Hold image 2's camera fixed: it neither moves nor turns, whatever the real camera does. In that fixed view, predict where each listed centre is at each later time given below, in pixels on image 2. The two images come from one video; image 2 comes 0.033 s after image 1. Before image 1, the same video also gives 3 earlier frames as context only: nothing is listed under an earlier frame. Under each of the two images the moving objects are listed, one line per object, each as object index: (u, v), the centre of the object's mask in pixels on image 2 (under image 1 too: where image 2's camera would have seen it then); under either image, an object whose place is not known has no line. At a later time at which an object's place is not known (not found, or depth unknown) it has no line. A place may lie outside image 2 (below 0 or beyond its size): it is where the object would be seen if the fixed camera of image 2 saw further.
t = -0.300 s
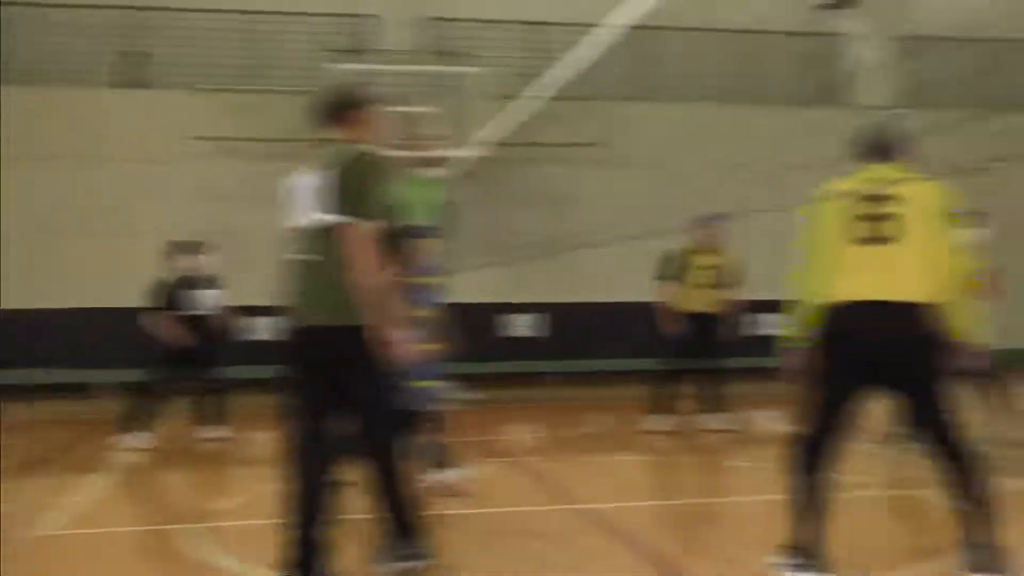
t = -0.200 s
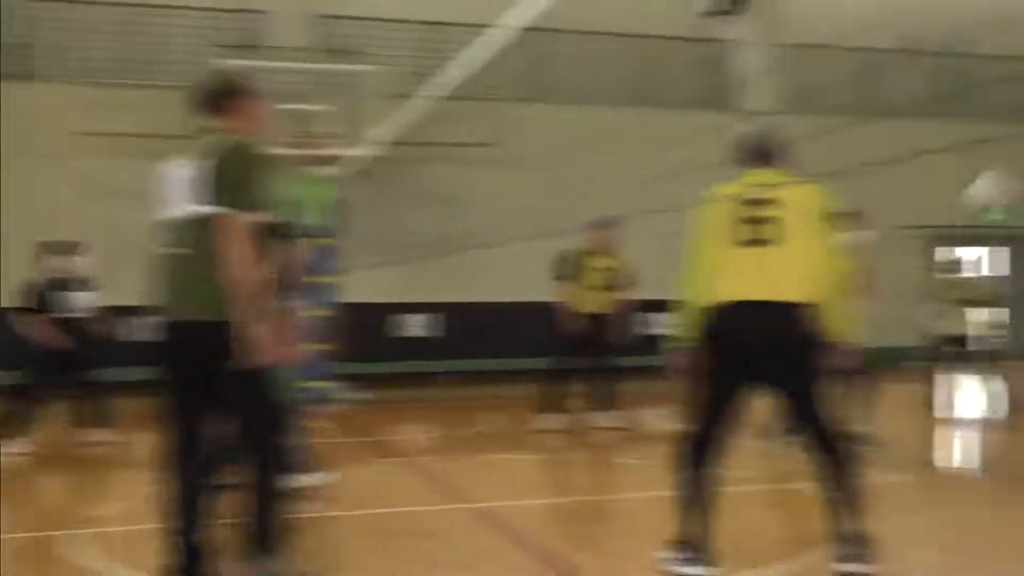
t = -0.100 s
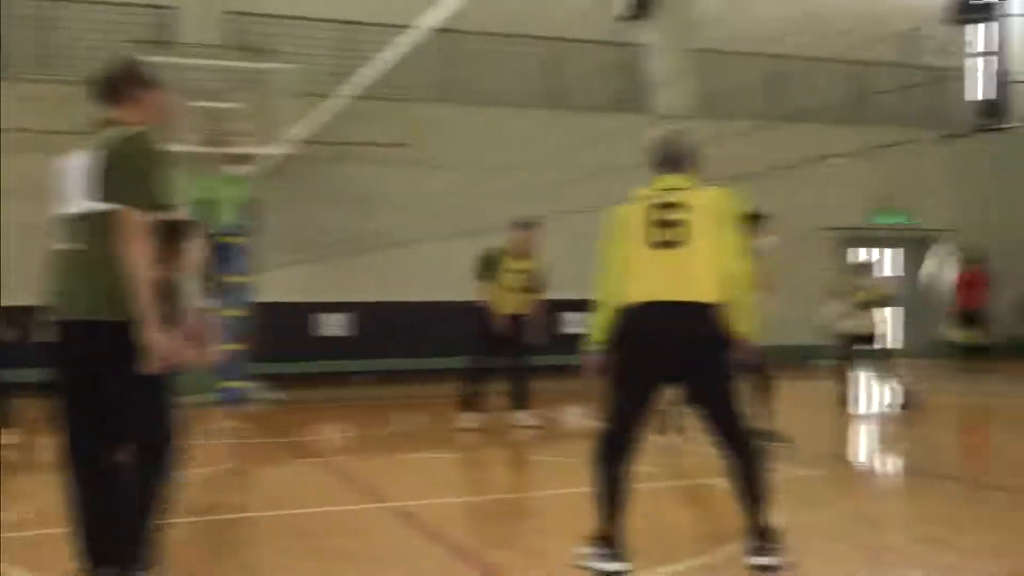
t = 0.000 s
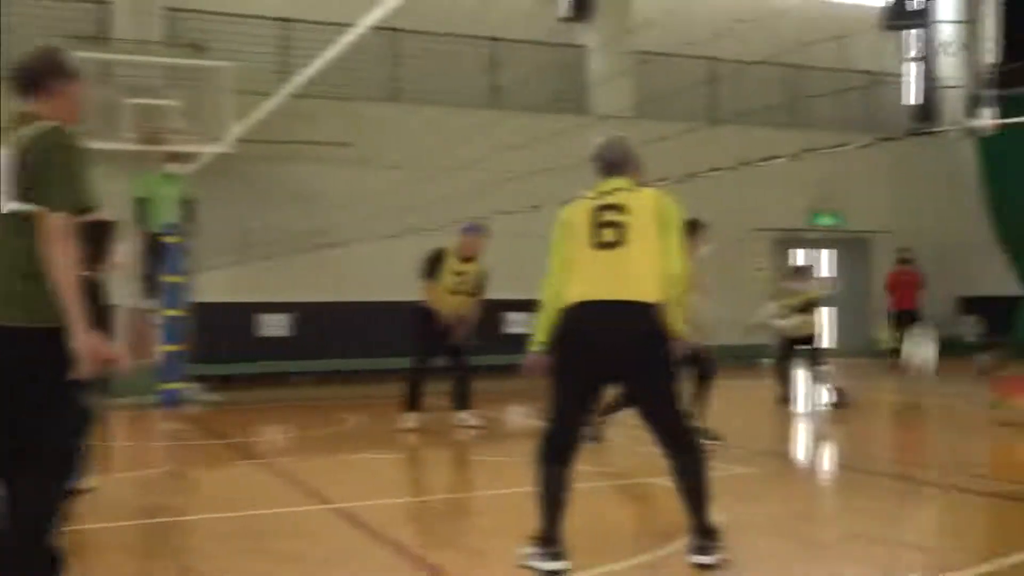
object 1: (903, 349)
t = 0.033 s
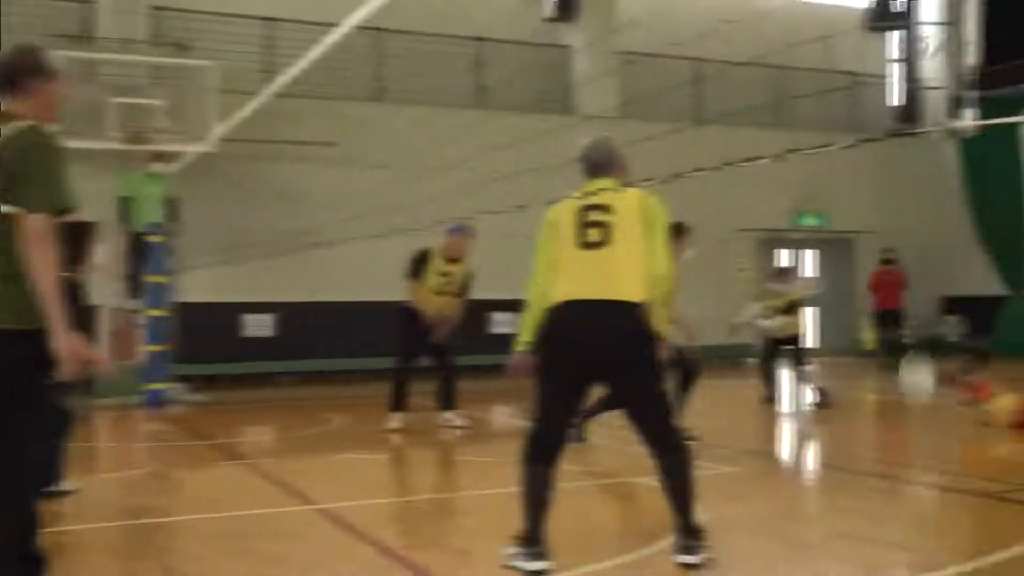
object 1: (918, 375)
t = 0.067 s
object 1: (927, 395)
